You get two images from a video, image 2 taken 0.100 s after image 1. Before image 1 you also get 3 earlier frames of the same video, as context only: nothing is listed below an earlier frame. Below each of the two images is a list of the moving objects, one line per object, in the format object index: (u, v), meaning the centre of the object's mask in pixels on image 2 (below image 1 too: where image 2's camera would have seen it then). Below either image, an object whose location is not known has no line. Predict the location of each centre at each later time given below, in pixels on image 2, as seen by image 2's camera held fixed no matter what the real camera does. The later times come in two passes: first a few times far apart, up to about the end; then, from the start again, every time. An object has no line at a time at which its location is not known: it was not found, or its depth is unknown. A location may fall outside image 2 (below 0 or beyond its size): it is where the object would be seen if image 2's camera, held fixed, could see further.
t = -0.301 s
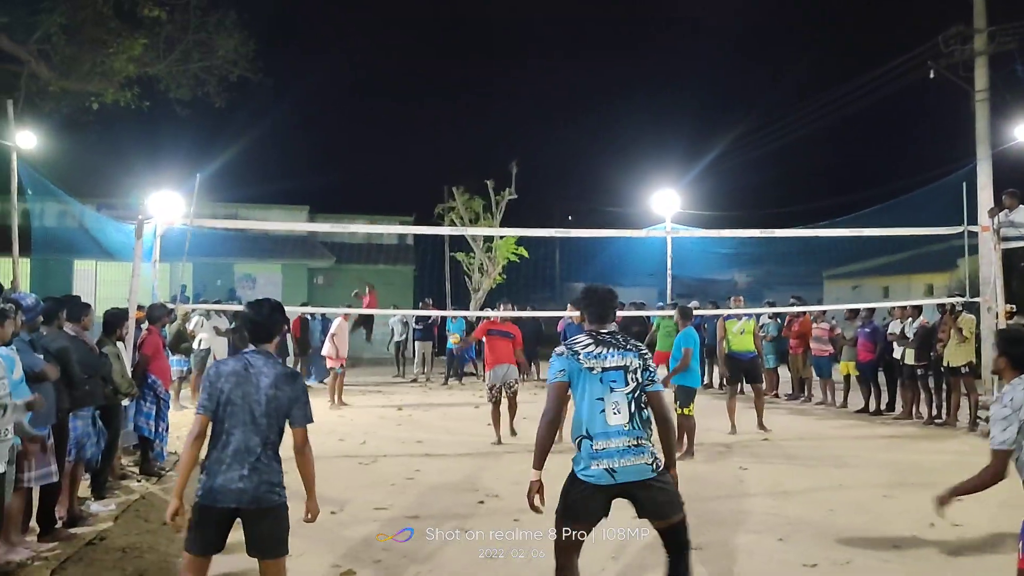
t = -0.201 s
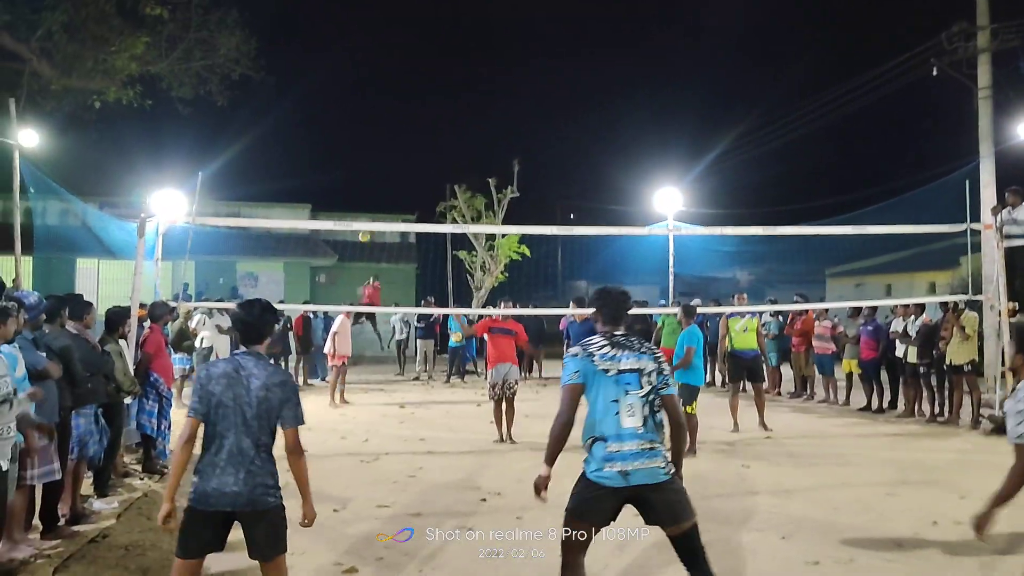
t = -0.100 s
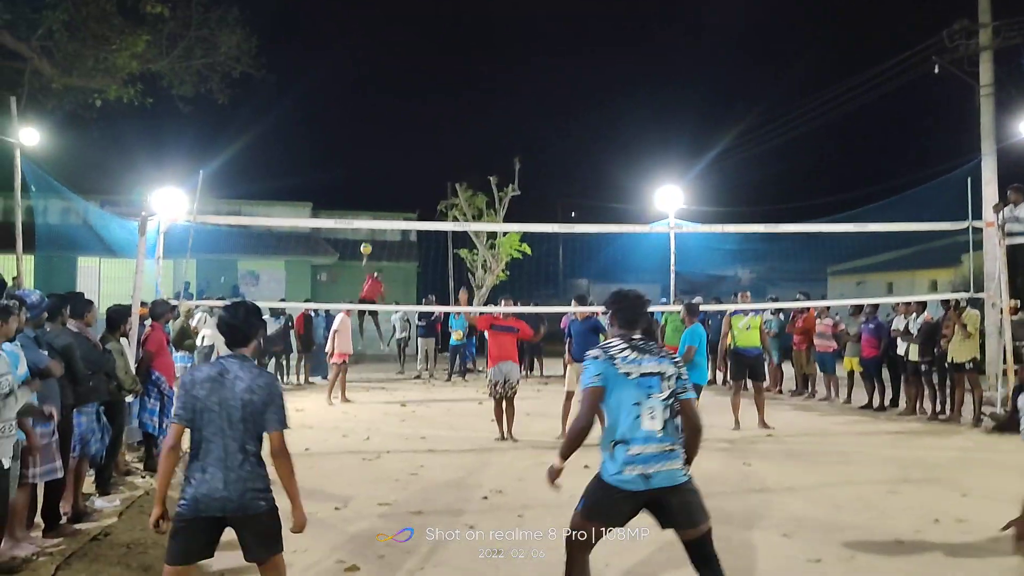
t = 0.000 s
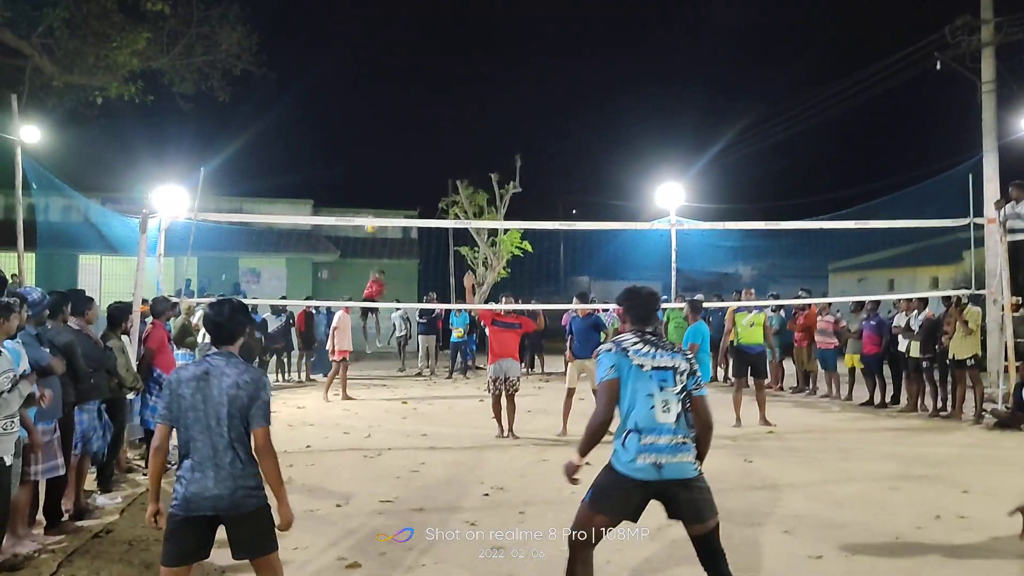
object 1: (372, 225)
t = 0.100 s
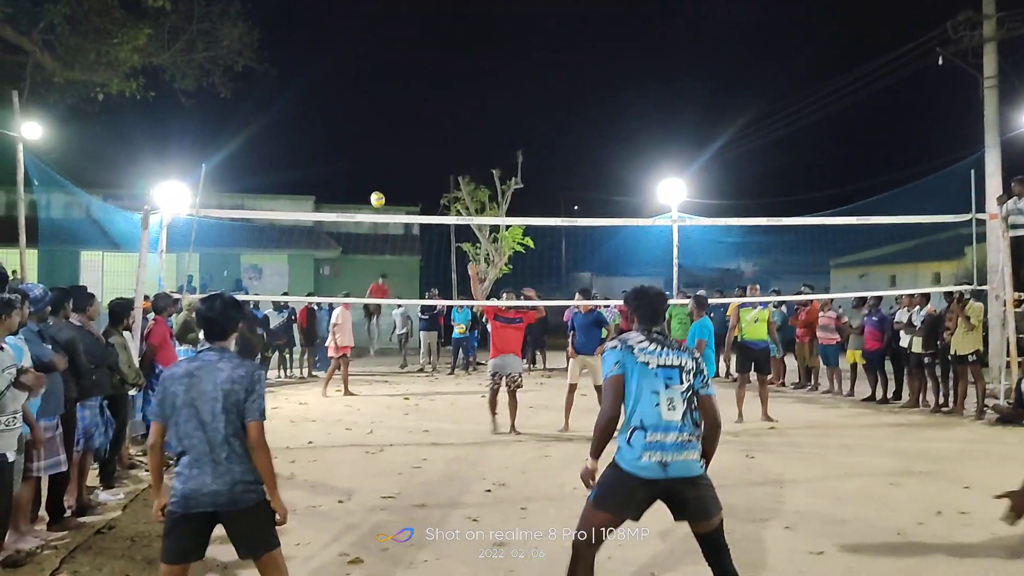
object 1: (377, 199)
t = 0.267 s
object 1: (384, 178)
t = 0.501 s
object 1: (390, 206)
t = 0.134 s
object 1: (379, 194)
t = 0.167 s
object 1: (380, 189)
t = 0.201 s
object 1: (381, 184)
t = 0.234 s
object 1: (383, 181)
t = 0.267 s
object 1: (384, 178)
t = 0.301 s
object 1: (386, 177)
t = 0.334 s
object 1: (387, 178)
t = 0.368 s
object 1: (388, 179)
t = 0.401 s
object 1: (389, 182)
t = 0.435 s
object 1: (389, 188)
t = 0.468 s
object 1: (390, 197)
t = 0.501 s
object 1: (390, 206)
